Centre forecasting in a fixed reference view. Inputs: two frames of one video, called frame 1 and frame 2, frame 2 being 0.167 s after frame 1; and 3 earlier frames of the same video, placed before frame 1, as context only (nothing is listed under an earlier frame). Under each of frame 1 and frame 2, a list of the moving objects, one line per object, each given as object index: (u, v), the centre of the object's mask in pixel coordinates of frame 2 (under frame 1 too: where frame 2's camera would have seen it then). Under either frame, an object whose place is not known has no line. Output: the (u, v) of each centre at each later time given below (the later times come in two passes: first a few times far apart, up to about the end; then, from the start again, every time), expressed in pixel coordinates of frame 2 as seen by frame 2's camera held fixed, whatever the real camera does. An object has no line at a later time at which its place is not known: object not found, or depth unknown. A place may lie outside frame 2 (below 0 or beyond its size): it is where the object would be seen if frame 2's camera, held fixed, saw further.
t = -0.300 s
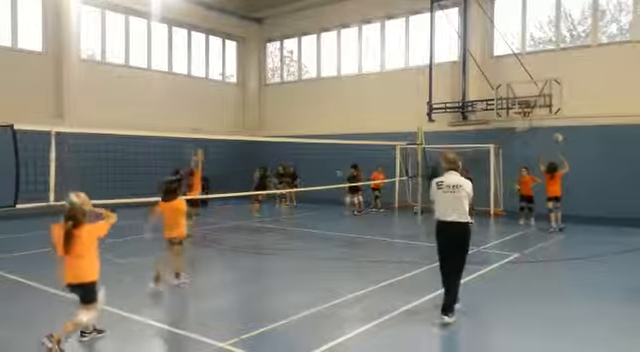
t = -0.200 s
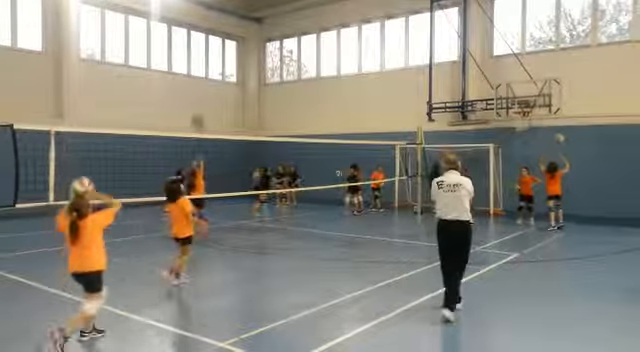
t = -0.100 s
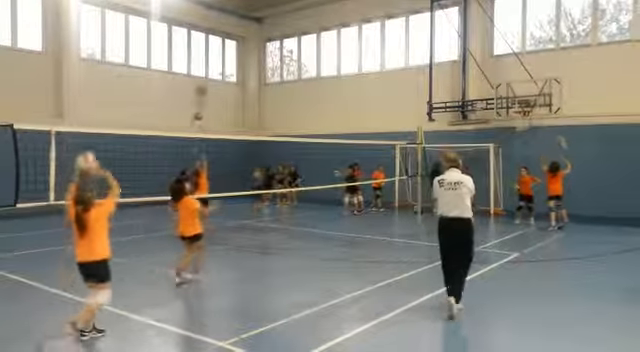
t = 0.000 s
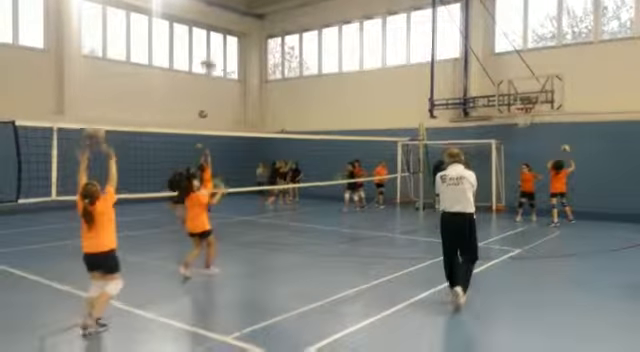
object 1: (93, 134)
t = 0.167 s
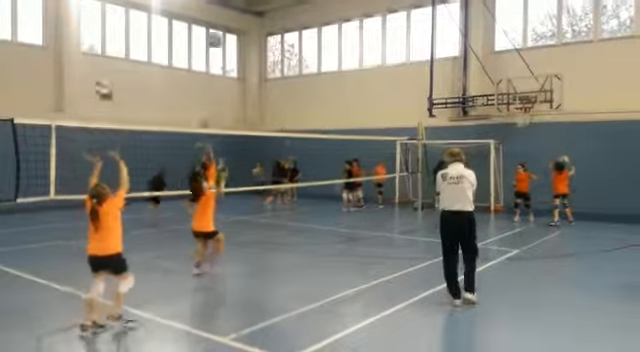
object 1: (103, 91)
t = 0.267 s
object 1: (112, 84)
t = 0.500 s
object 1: (131, 102)
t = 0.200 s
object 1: (106, 87)
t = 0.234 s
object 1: (109, 85)
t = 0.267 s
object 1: (112, 84)
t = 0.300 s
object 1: (115, 82)
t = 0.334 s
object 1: (118, 82)
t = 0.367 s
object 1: (119, 84)
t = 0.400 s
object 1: (121, 87)
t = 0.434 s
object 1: (123, 91)
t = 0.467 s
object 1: (127, 98)
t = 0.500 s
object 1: (131, 102)
